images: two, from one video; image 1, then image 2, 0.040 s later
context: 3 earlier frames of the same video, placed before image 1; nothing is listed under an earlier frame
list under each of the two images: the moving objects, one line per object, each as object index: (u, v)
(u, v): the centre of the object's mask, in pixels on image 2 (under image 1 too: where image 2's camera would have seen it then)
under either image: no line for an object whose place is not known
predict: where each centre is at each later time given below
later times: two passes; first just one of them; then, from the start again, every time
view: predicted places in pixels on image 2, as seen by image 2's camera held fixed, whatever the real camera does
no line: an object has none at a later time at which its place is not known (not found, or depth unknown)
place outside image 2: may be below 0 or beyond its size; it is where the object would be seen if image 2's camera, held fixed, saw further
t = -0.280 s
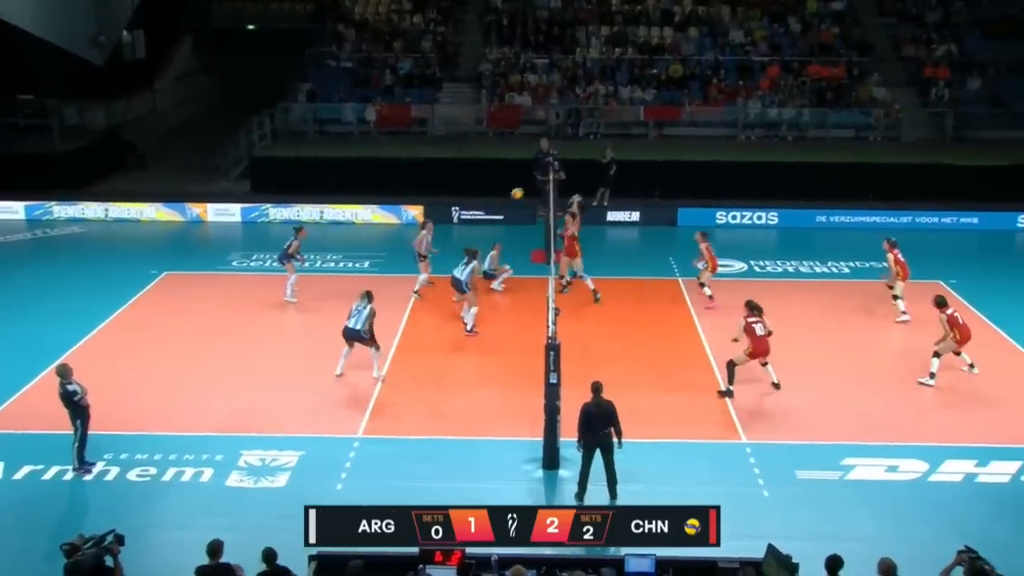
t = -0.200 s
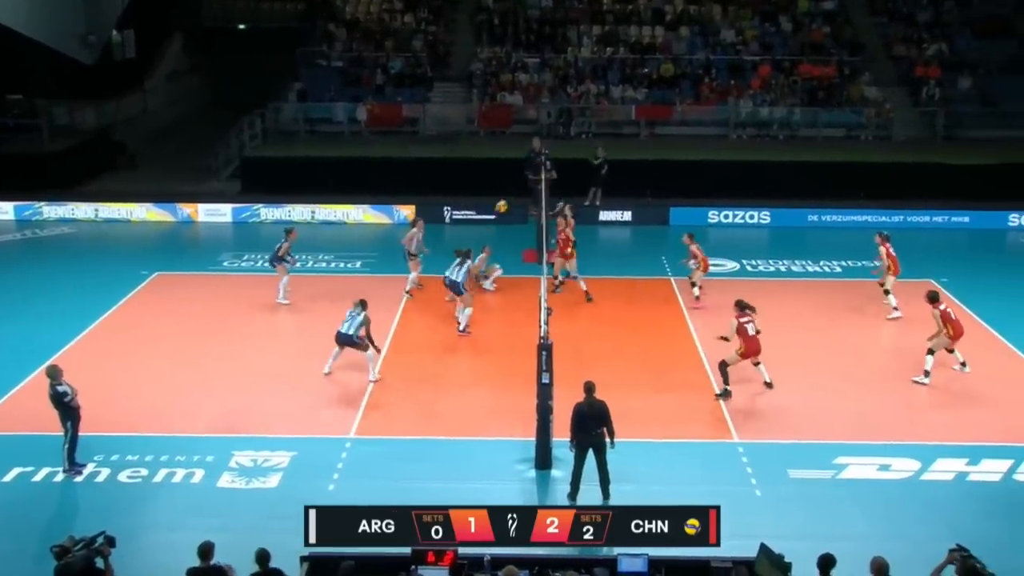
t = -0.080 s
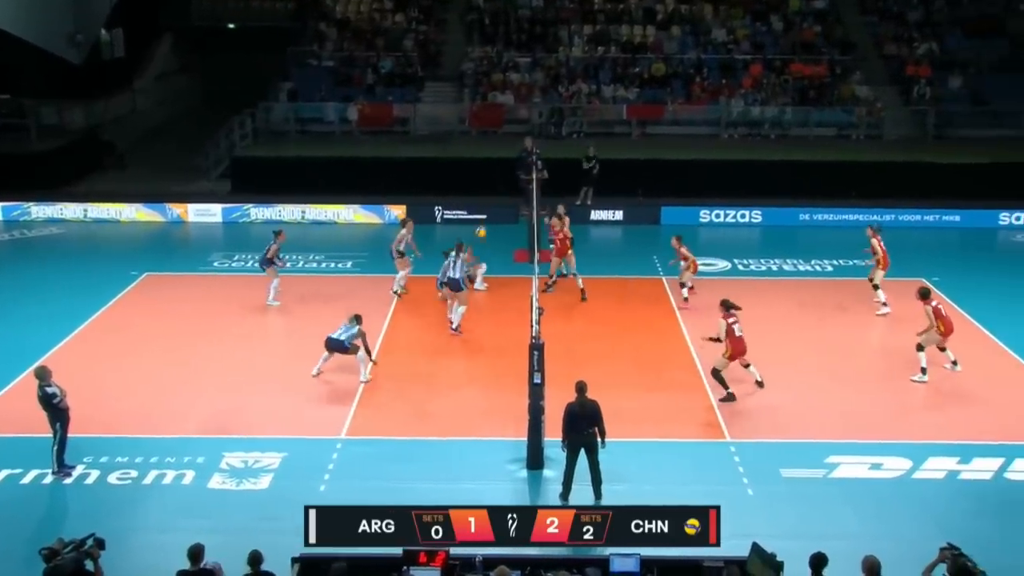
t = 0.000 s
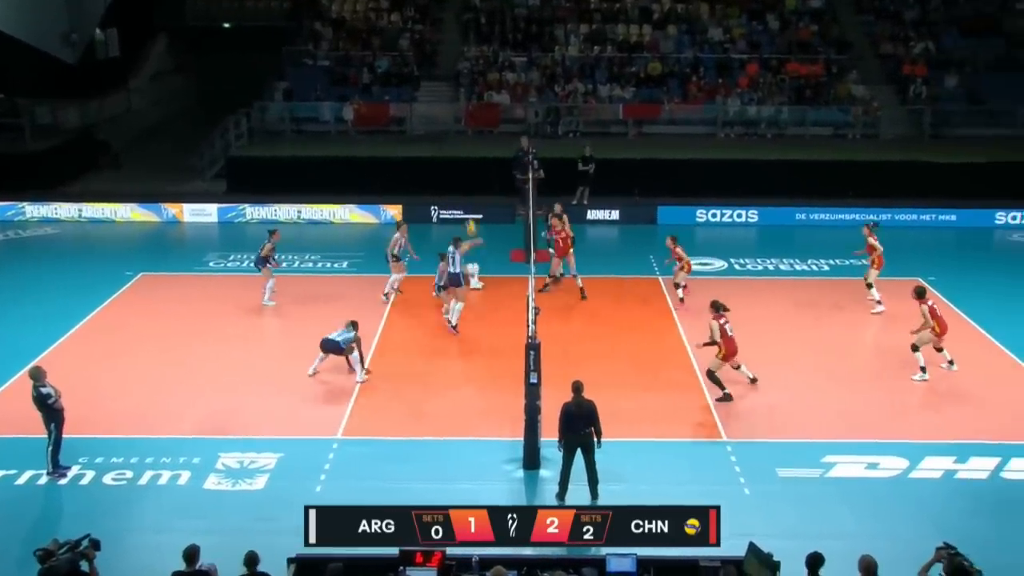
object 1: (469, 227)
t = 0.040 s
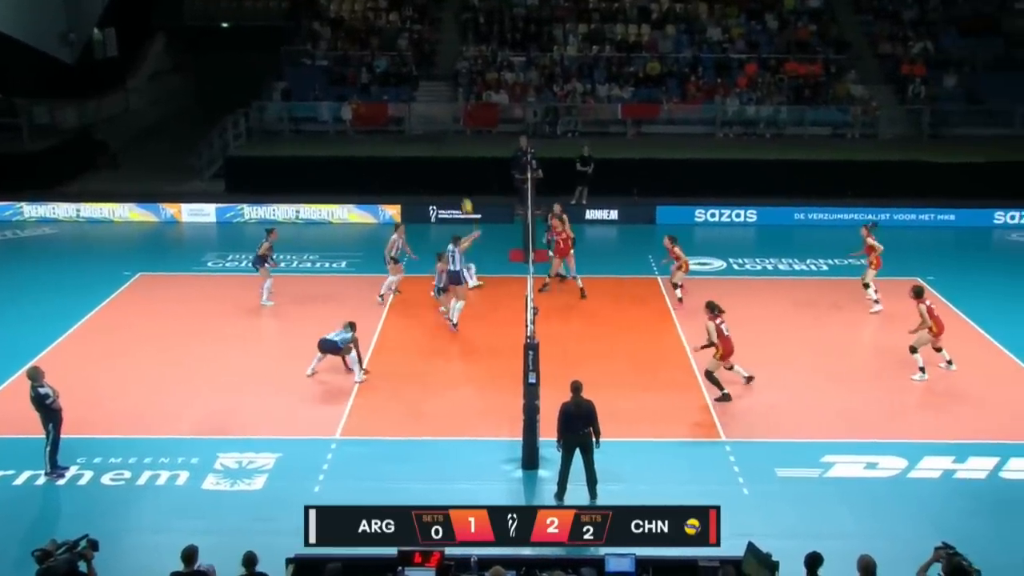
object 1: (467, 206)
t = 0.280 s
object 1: (453, 101)
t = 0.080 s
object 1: (464, 188)
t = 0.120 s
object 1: (462, 169)
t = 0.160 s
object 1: (460, 150)
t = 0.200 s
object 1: (458, 134)
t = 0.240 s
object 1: (456, 117)
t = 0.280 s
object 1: (453, 101)
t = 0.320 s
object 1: (451, 86)
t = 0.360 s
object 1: (448, 72)
